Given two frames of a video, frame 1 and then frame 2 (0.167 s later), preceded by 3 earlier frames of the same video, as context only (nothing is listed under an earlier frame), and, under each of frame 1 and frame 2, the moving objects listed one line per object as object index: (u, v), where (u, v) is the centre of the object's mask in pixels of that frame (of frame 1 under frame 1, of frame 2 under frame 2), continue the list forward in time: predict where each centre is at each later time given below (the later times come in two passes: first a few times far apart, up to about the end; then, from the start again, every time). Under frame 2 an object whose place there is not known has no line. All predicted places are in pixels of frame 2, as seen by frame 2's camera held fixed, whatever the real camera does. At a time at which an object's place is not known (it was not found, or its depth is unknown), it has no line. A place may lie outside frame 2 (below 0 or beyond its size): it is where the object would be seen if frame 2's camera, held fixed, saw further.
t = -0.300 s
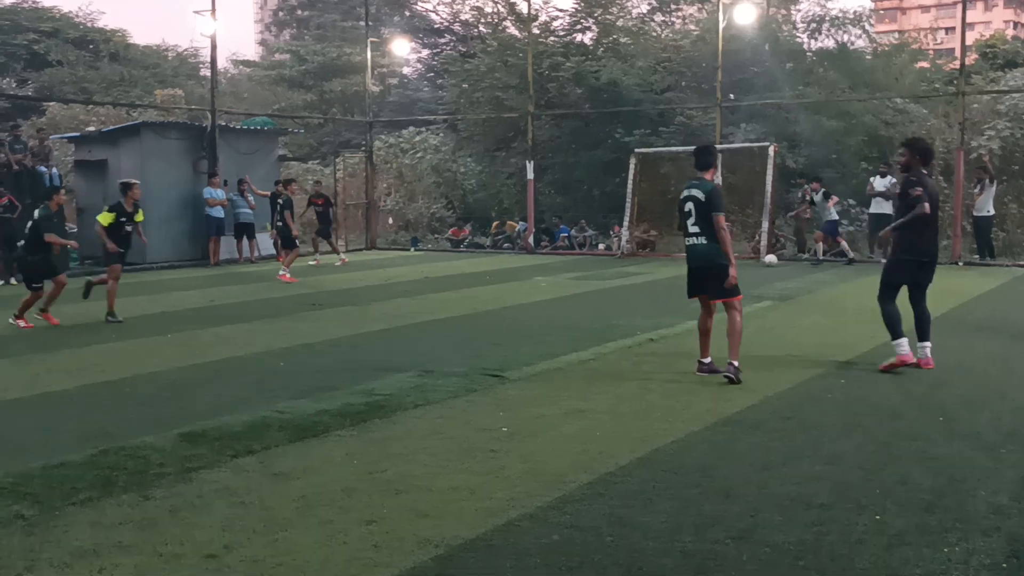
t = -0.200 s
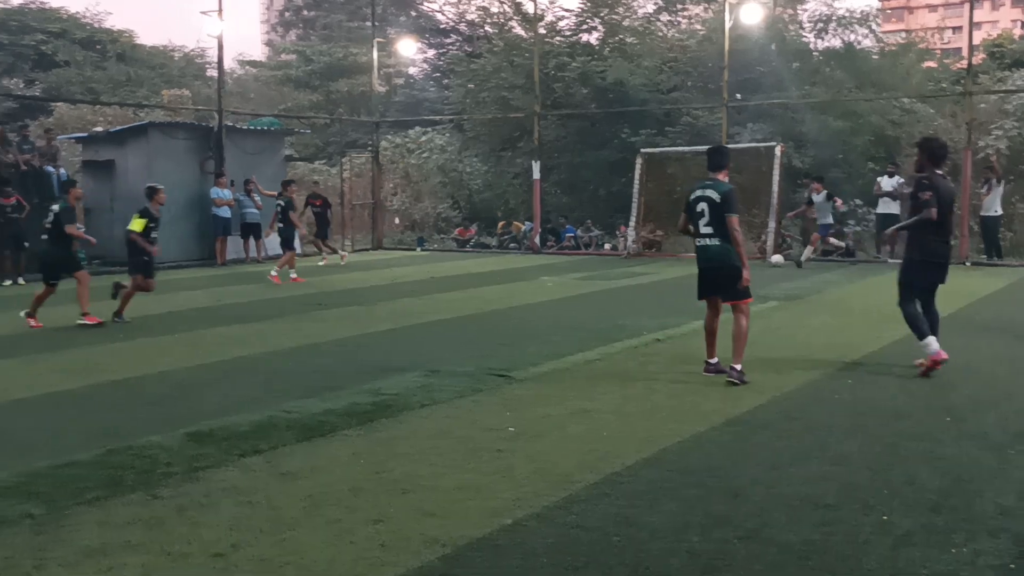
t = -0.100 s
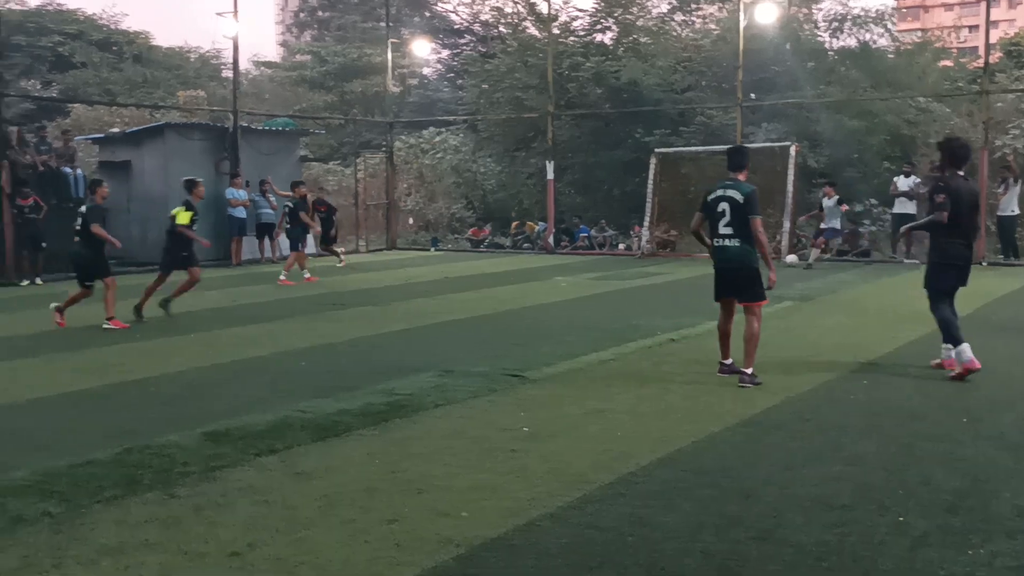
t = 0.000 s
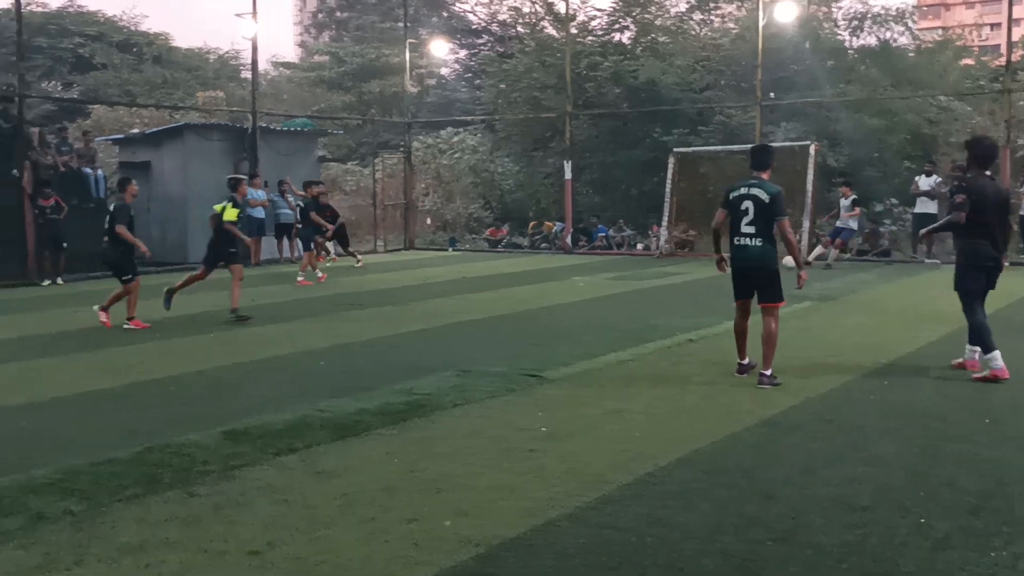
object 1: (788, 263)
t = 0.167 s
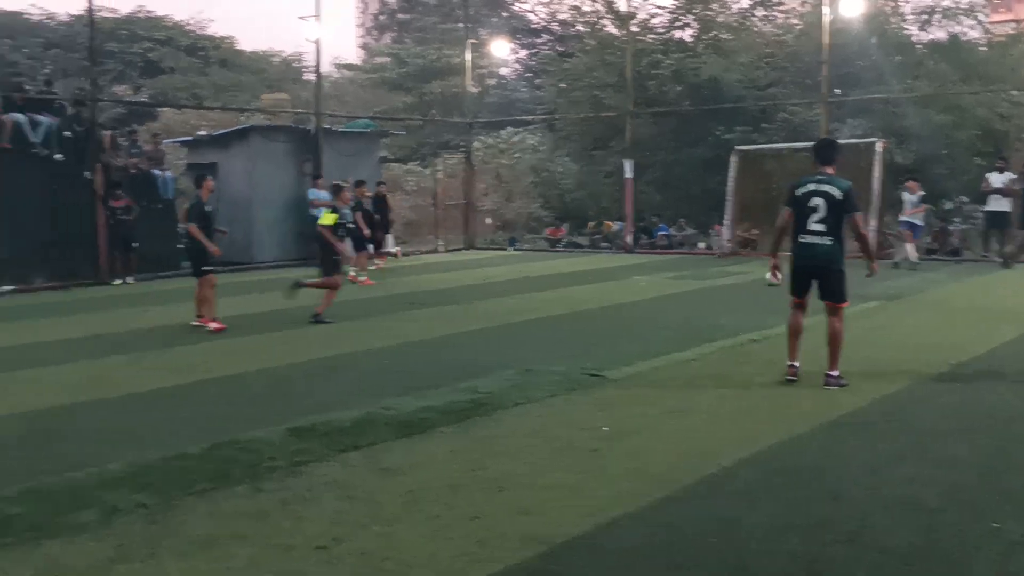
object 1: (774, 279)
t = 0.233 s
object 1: (739, 280)
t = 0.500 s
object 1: (581, 306)
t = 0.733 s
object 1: (418, 339)
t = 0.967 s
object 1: (204, 374)
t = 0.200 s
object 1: (757, 279)
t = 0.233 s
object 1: (739, 280)
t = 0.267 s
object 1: (721, 282)
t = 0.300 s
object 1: (701, 285)
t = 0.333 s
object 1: (681, 291)
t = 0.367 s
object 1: (661, 298)
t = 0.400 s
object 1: (642, 298)
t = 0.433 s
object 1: (622, 299)
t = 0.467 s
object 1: (602, 302)
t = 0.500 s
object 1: (581, 306)
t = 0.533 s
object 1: (559, 312)
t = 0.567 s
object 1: (537, 319)
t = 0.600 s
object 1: (514, 323)
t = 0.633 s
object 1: (491, 324)
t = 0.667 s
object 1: (467, 327)
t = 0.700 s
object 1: (443, 332)
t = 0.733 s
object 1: (418, 339)
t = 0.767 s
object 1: (392, 343)
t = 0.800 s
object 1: (364, 345)
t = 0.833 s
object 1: (335, 349)
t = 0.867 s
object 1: (304, 354)
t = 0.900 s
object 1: (273, 363)
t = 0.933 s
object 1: (239, 369)
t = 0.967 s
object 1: (204, 374)
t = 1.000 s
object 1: (167, 379)
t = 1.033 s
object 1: (128, 388)
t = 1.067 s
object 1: (88, 396)
